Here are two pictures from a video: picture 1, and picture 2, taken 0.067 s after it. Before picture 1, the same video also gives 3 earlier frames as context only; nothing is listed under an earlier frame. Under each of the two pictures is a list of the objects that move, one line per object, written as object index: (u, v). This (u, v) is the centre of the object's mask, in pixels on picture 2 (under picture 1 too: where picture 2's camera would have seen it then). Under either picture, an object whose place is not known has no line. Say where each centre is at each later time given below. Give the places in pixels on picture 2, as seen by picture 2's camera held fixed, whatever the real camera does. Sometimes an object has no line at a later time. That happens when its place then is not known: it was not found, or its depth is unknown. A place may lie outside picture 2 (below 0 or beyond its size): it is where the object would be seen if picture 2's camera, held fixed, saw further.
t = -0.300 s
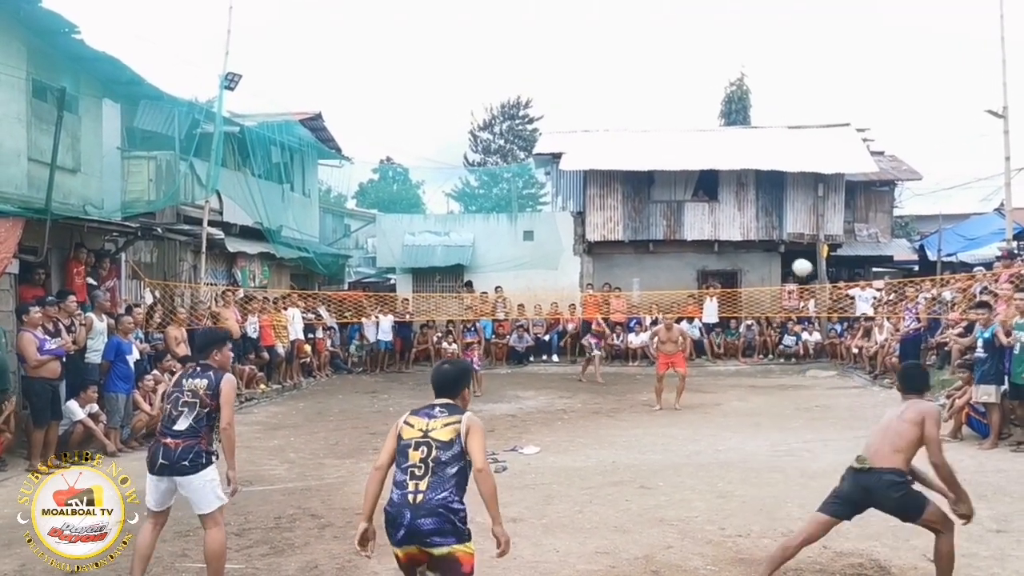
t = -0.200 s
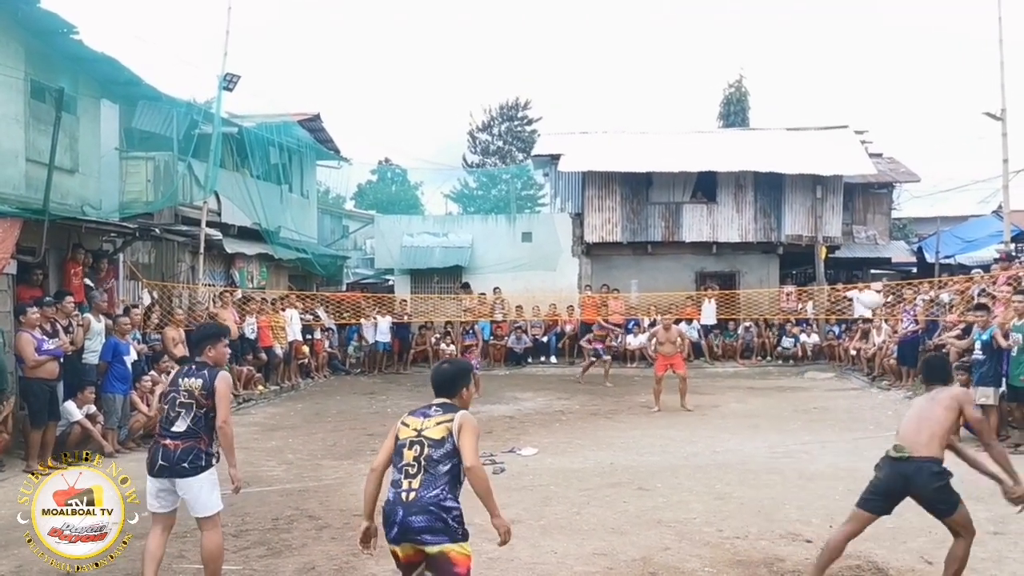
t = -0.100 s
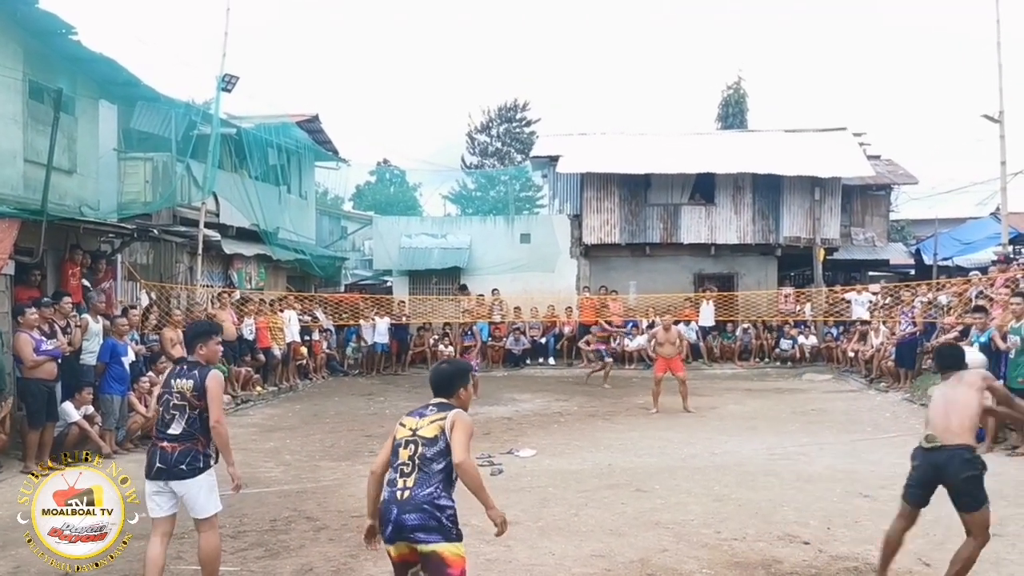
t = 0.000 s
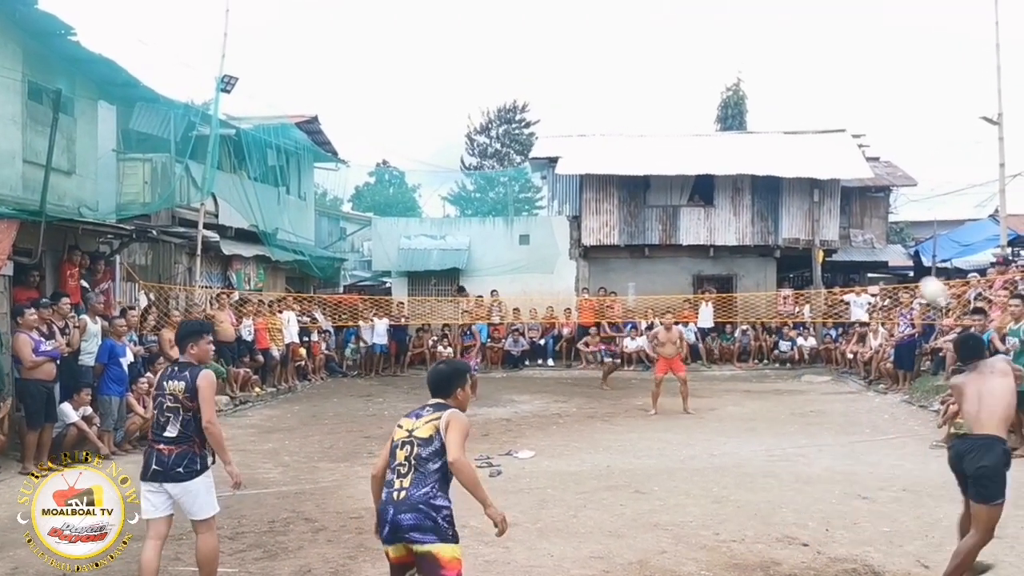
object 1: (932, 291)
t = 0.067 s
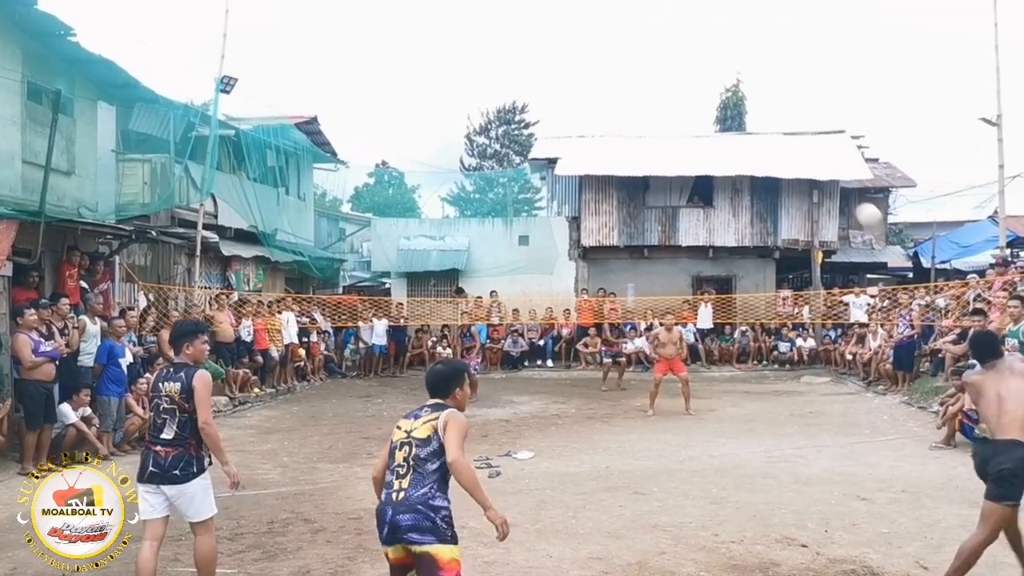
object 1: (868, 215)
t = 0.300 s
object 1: (714, 68)
